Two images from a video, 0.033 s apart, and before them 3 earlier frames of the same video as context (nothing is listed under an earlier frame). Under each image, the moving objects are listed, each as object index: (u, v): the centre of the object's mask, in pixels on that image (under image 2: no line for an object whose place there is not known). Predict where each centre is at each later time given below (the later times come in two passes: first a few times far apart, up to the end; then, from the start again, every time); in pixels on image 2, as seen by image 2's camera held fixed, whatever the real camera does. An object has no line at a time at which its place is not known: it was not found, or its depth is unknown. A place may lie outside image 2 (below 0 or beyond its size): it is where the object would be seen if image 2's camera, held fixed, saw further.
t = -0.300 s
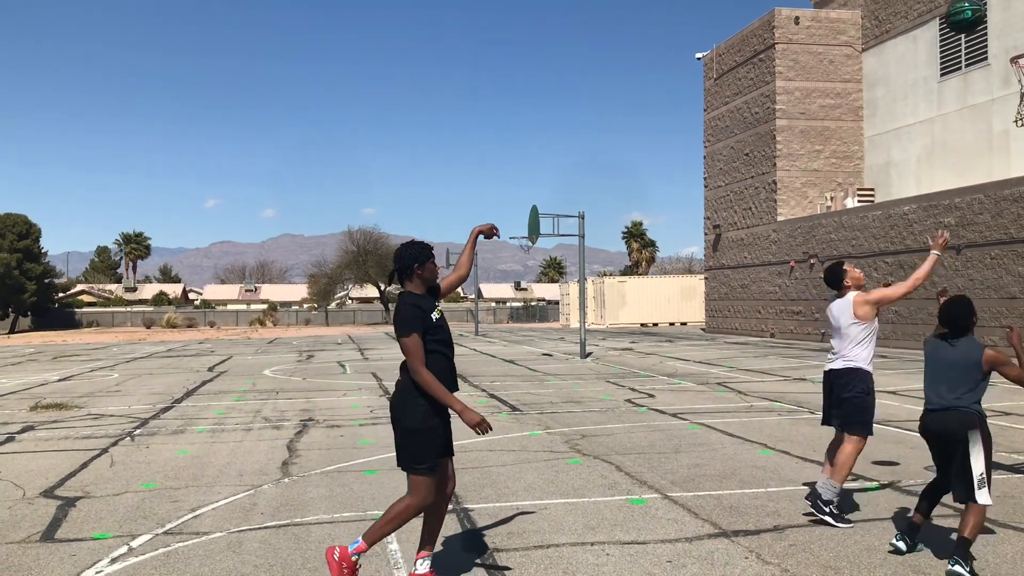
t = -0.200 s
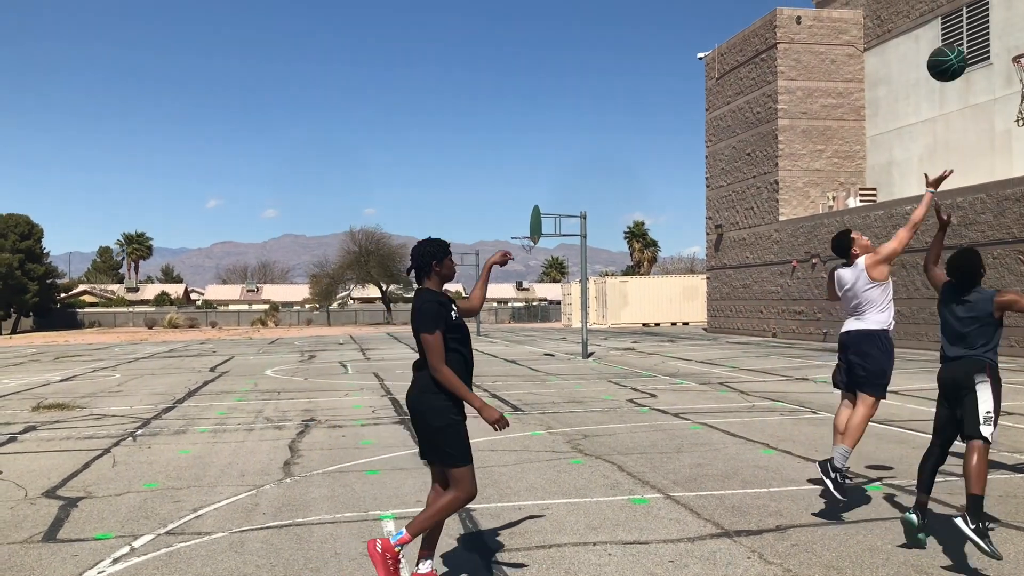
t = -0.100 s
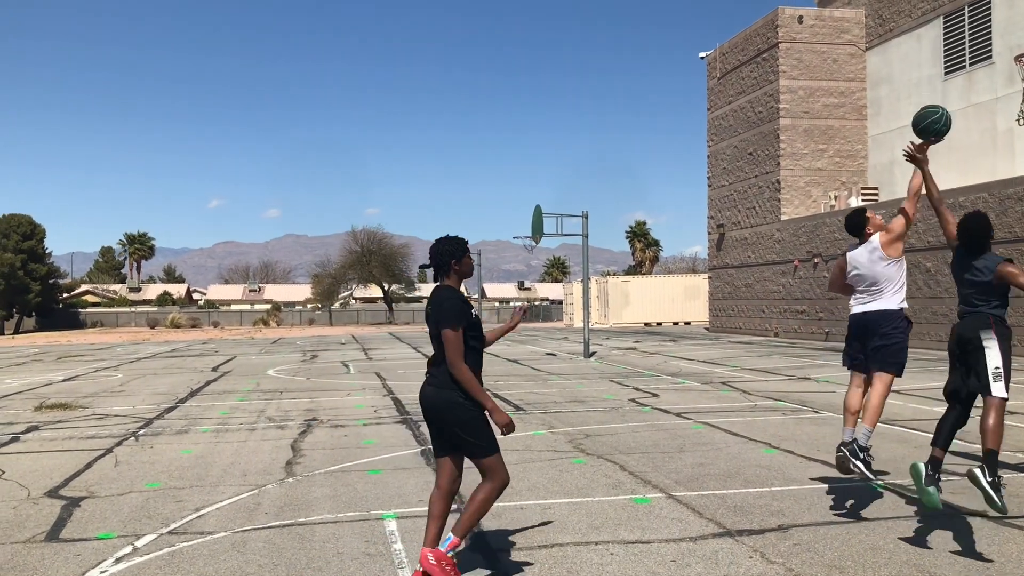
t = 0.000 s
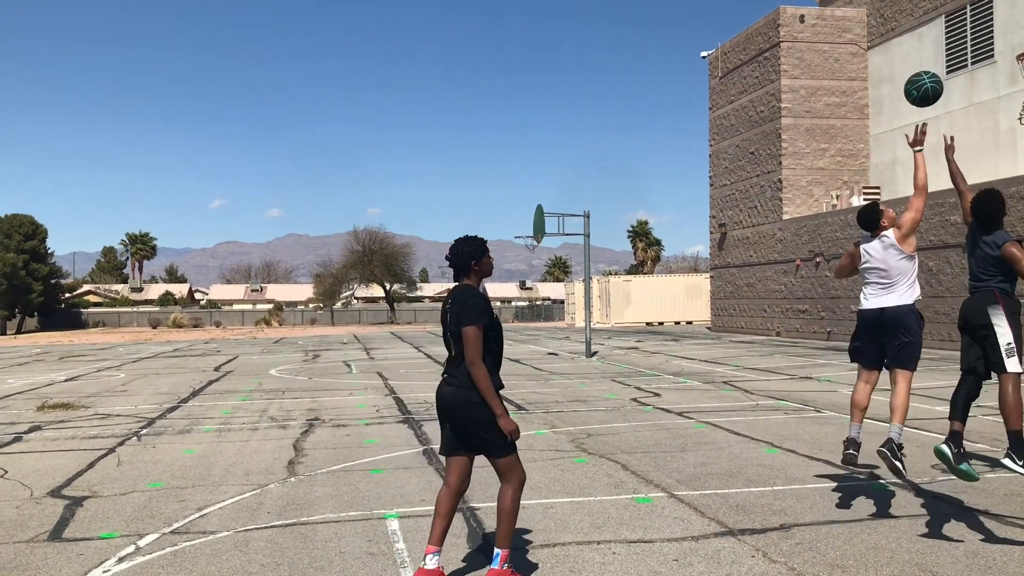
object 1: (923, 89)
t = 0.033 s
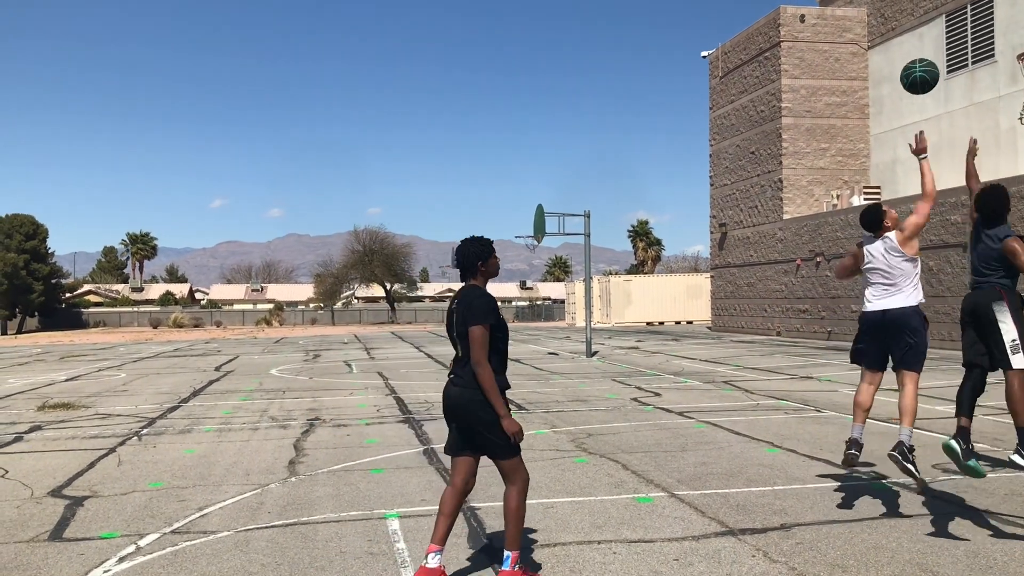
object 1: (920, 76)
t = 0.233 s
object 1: (893, 38)
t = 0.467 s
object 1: (869, 63)
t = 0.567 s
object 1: (858, 97)
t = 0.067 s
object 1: (915, 66)
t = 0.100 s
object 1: (911, 57)
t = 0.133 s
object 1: (906, 50)
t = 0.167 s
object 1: (902, 44)
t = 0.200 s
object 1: (898, 40)
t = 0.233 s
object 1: (893, 38)
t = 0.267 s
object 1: (890, 37)
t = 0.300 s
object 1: (886, 37)
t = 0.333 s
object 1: (882, 40)
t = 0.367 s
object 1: (879, 43)
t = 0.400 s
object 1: (875, 48)
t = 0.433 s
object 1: (872, 55)
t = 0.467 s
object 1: (869, 63)
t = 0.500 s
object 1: (865, 73)
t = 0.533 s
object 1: (862, 84)
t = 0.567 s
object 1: (858, 97)
